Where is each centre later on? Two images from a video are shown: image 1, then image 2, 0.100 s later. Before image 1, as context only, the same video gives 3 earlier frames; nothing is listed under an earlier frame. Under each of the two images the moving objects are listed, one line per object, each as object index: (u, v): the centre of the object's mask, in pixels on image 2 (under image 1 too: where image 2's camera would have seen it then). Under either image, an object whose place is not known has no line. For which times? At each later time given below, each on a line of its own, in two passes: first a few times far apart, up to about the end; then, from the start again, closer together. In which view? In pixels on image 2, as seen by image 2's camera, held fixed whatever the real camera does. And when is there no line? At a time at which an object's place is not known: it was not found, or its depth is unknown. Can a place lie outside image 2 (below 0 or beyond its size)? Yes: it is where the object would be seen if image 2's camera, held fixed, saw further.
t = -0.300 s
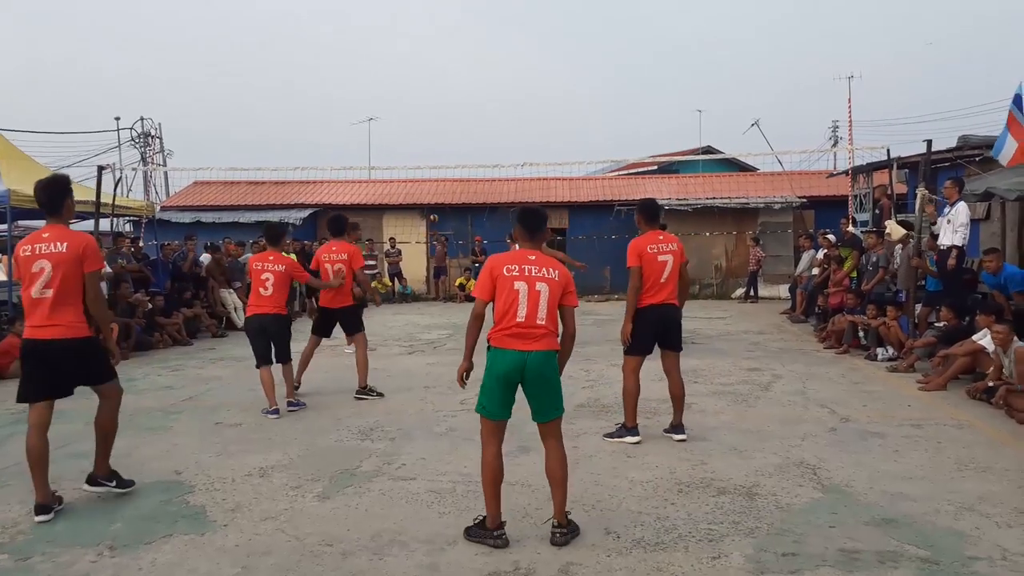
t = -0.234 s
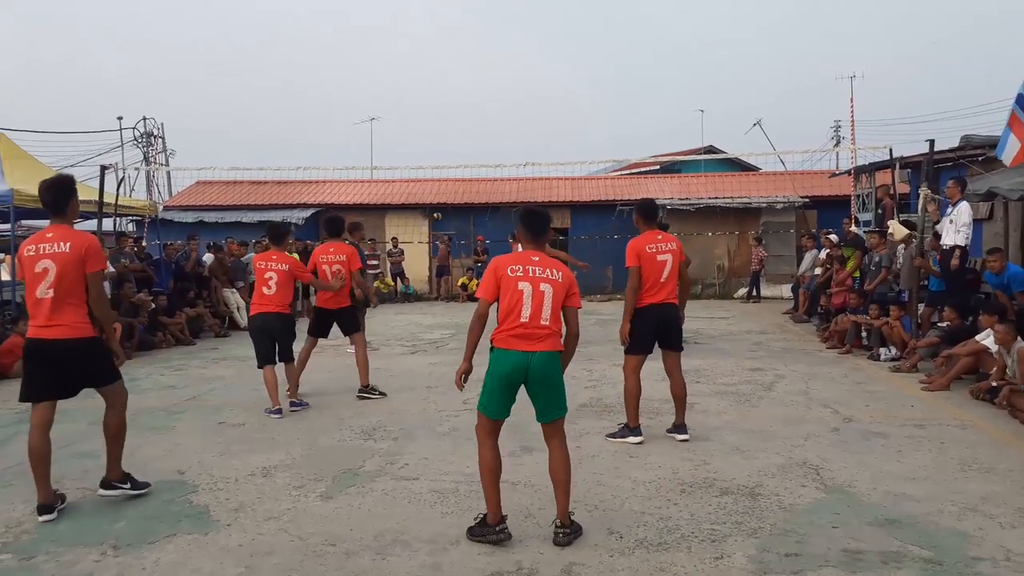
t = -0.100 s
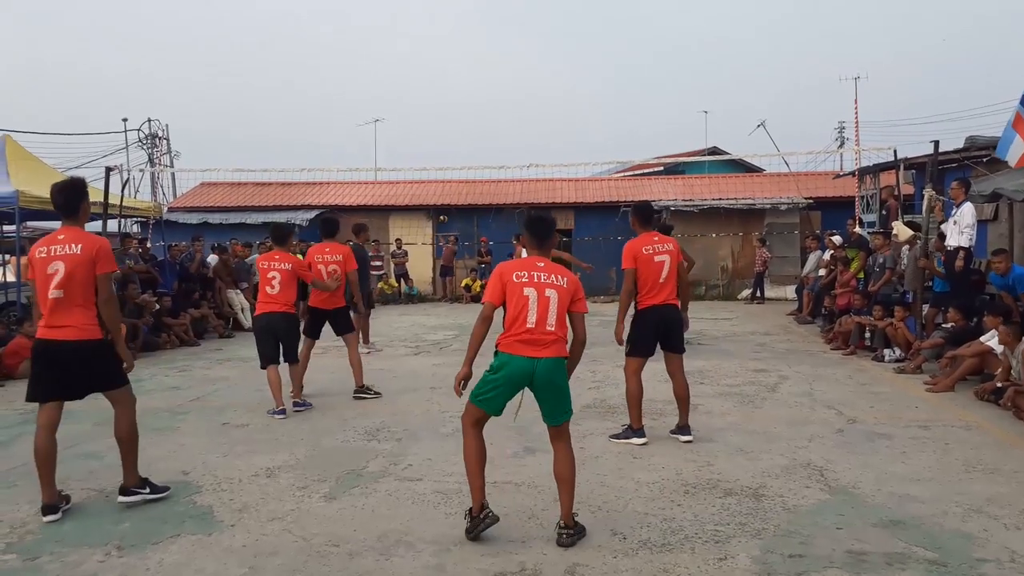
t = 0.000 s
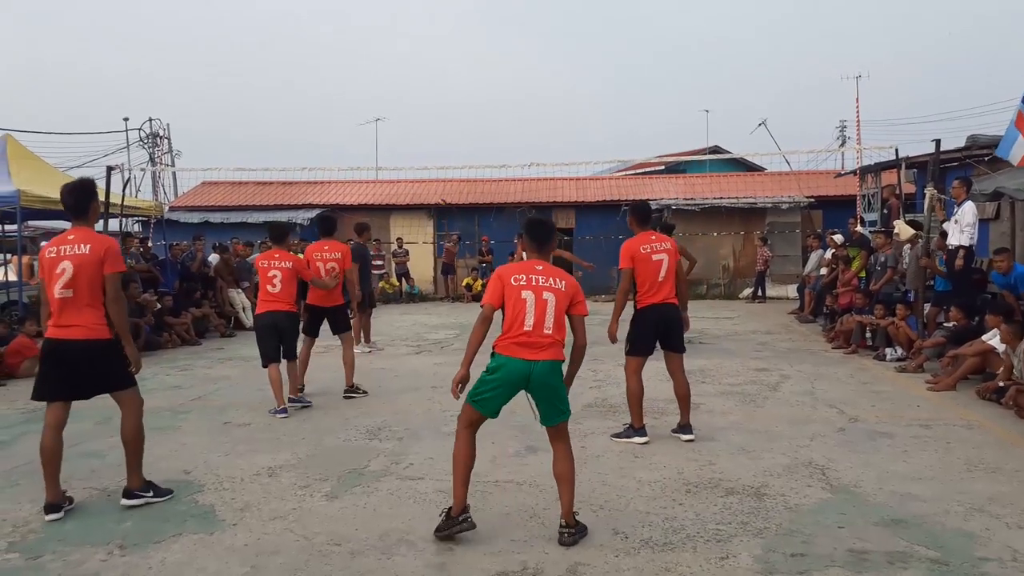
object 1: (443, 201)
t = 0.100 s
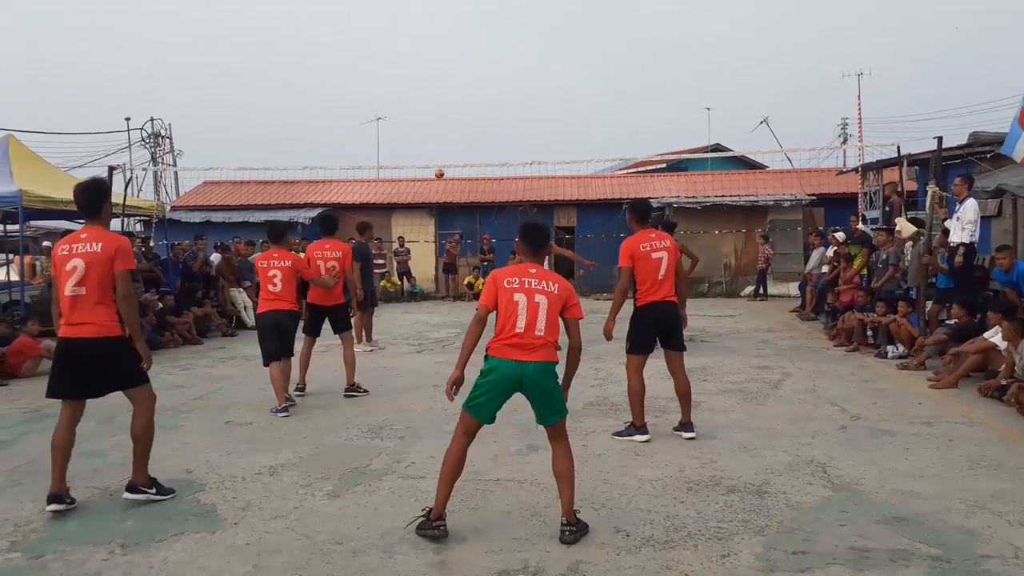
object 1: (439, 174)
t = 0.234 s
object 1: (431, 138)
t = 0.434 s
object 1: (416, 89)
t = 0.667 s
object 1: (390, 48)
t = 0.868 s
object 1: (357, 33)
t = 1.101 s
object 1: (303, 61)
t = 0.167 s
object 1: (435, 156)
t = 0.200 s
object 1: (433, 147)
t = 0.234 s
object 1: (431, 138)
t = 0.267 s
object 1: (429, 129)
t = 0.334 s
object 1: (424, 112)
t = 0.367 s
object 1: (421, 104)
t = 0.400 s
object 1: (419, 97)
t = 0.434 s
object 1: (416, 89)
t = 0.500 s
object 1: (409, 75)
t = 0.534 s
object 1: (406, 68)
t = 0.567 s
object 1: (403, 62)
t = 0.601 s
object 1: (399, 57)
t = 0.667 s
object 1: (390, 48)
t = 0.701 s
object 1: (385, 43)
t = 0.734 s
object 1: (379, 39)
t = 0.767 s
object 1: (375, 36)
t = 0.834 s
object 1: (363, 33)
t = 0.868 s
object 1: (357, 33)
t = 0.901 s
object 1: (351, 33)
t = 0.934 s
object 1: (345, 35)
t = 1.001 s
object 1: (330, 42)
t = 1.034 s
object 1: (321, 47)
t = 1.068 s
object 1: (312, 53)
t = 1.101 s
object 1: (303, 61)
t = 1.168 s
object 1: (282, 83)
